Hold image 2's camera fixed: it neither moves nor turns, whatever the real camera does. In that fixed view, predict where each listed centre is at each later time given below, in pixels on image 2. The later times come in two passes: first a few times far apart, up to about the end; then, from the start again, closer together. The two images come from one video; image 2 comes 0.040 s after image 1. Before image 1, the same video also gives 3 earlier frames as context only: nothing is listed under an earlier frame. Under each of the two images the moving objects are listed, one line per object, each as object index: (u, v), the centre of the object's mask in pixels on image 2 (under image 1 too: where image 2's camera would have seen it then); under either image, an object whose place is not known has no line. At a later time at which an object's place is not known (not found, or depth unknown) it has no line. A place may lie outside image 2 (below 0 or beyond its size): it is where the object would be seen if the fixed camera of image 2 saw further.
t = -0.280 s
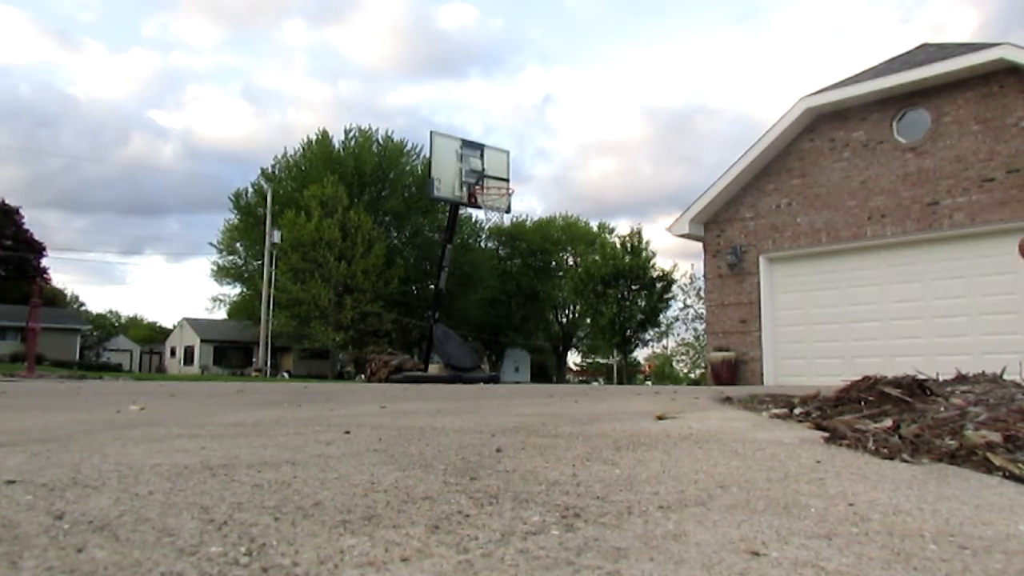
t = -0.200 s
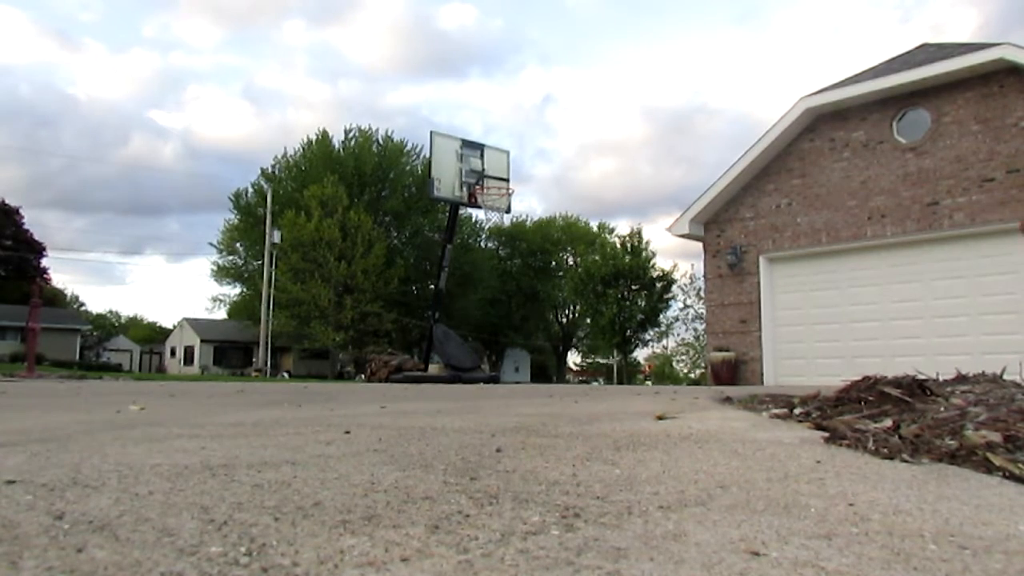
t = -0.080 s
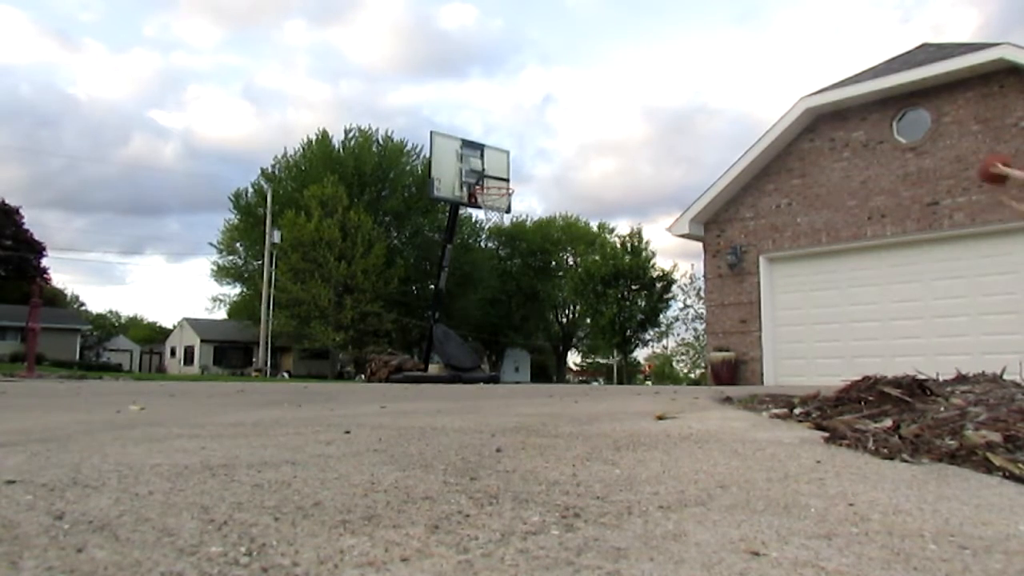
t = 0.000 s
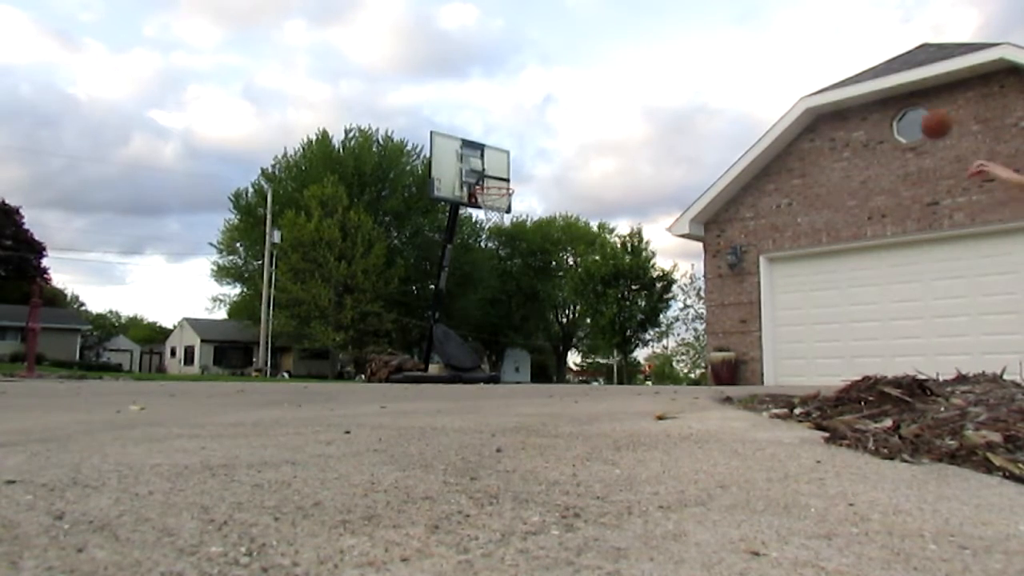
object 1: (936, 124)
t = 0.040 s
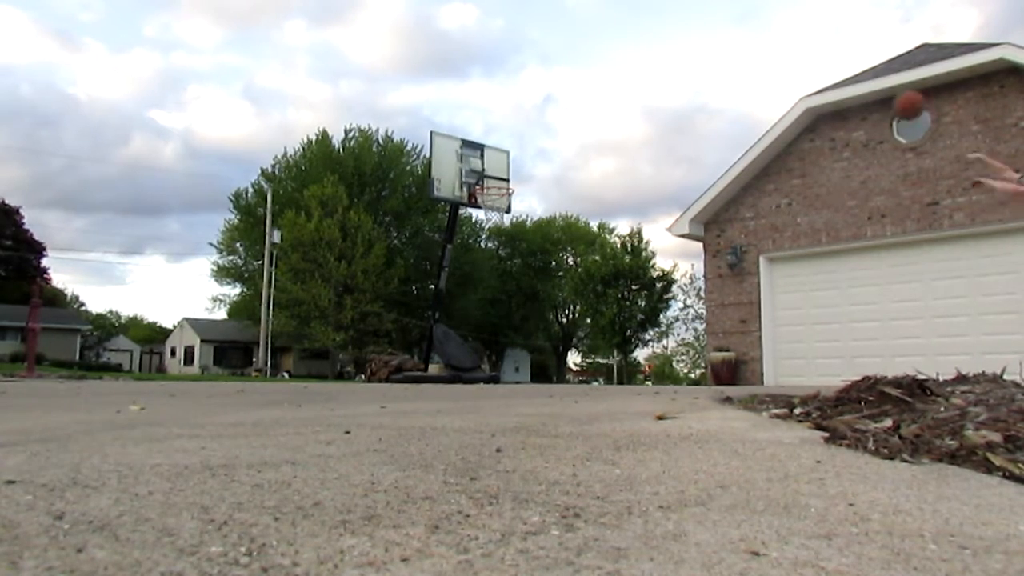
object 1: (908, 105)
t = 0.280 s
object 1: (771, 42)
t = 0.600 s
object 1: (634, 51)
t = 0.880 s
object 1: (541, 124)
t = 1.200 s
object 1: (485, 198)
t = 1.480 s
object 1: (497, 215)
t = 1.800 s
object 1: (490, 240)
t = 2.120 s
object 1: (486, 338)
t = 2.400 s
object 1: (487, 308)
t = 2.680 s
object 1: (490, 271)
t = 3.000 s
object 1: (495, 307)
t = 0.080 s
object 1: (882, 89)
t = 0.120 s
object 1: (857, 76)
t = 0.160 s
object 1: (835, 64)
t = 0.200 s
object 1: (812, 55)
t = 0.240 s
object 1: (791, 48)
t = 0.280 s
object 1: (771, 42)
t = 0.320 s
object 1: (751, 38)
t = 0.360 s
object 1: (733, 35)
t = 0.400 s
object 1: (715, 34)
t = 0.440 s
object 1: (697, 35)
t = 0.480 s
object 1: (681, 37)
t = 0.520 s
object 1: (665, 41)
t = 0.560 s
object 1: (649, 46)
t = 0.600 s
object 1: (634, 51)
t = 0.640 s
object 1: (620, 58)
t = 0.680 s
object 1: (606, 66)
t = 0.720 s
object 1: (592, 76)
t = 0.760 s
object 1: (579, 87)
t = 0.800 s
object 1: (566, 98)
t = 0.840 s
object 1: (553, 110)
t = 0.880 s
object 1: (541, 124)
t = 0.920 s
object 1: (529, 138)
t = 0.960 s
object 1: (518, 154)
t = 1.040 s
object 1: (495, 186)
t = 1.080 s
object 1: (489, 196)
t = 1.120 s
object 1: (484, 202)
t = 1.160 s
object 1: (484, 200)
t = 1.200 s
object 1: (485, 198)
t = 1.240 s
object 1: (488, 199)
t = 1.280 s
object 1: (490, 200)
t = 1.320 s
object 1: (492, 202)
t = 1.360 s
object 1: (496, 207)
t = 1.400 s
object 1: (496, 208)
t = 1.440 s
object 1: (497, 212)
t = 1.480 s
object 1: (497, 215)
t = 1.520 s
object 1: (495, 217)
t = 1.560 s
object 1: (493, 217)
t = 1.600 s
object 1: (493, 218)
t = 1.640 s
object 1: (492, 220)
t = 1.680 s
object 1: (491, 222)
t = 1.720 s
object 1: (491, 229)
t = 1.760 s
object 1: (490, 233)
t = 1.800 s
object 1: (490, 240)
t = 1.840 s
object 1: (490, 246)
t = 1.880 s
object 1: (489, 256)
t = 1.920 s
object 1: (489, 266)
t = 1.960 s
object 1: (488, 278)
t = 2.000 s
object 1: (488, 291)
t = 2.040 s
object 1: (487, 305)
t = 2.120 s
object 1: (486, 338)
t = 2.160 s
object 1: (486, 357)
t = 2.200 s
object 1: (485, 374)
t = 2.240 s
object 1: (485, 360)
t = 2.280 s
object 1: (486, 345)
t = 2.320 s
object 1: (487, 332)
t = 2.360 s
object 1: (487, 319)
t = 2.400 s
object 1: (487, 308)
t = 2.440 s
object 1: (488, 299)
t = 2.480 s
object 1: (488, 291)
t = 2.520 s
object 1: (488, 284)
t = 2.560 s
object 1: (489, 279)
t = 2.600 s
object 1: (490, 274)
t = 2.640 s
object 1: (490, 272)
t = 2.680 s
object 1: (490, 271)
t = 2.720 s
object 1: (490, 271)
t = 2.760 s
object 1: (491, 272)
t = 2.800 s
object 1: (492, 273)
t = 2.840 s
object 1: (492, 278)
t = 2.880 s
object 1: (493, 282)
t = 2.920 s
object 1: (493, 290)
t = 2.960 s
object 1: (494, 297)
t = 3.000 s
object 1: (495, 307)
